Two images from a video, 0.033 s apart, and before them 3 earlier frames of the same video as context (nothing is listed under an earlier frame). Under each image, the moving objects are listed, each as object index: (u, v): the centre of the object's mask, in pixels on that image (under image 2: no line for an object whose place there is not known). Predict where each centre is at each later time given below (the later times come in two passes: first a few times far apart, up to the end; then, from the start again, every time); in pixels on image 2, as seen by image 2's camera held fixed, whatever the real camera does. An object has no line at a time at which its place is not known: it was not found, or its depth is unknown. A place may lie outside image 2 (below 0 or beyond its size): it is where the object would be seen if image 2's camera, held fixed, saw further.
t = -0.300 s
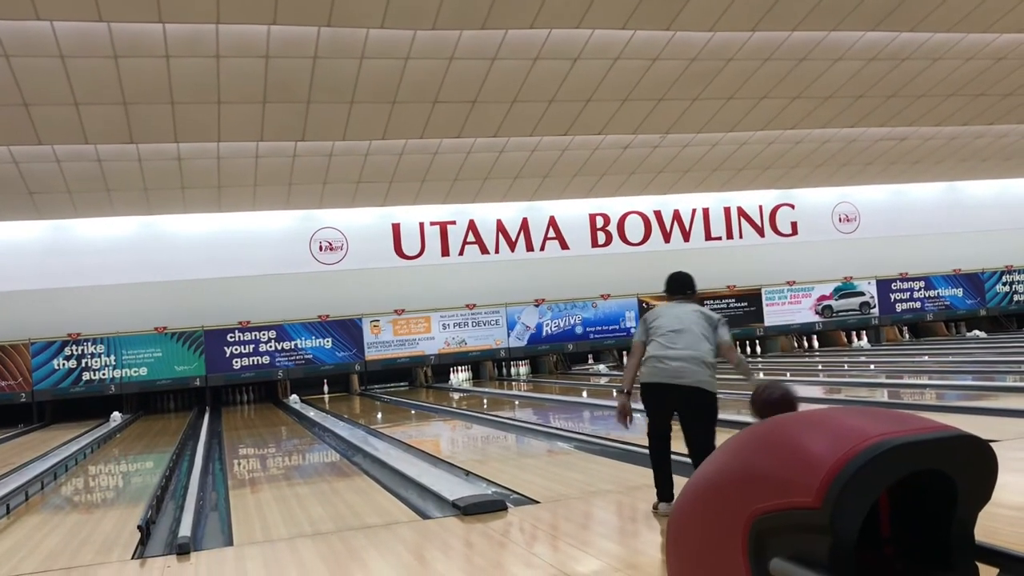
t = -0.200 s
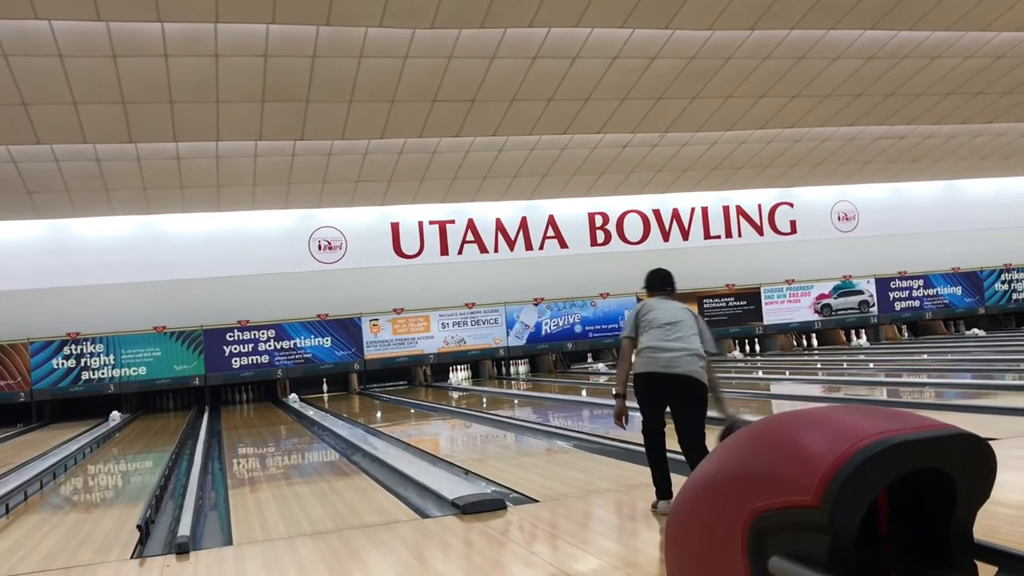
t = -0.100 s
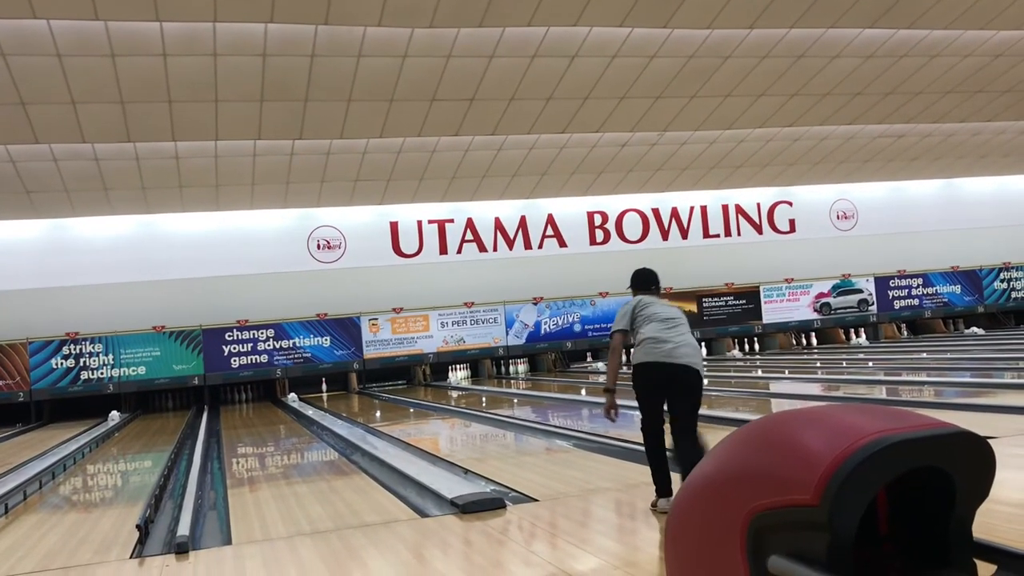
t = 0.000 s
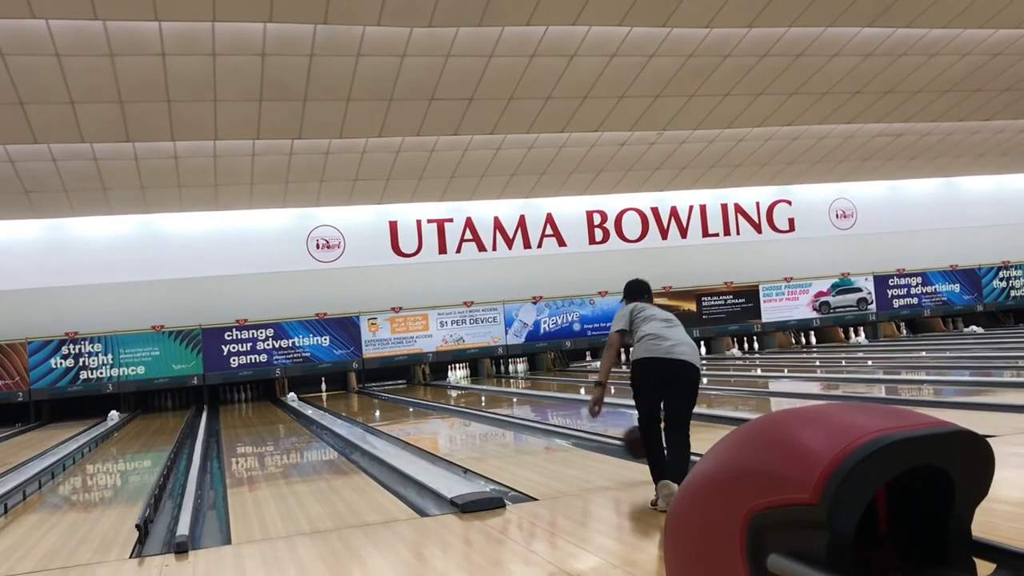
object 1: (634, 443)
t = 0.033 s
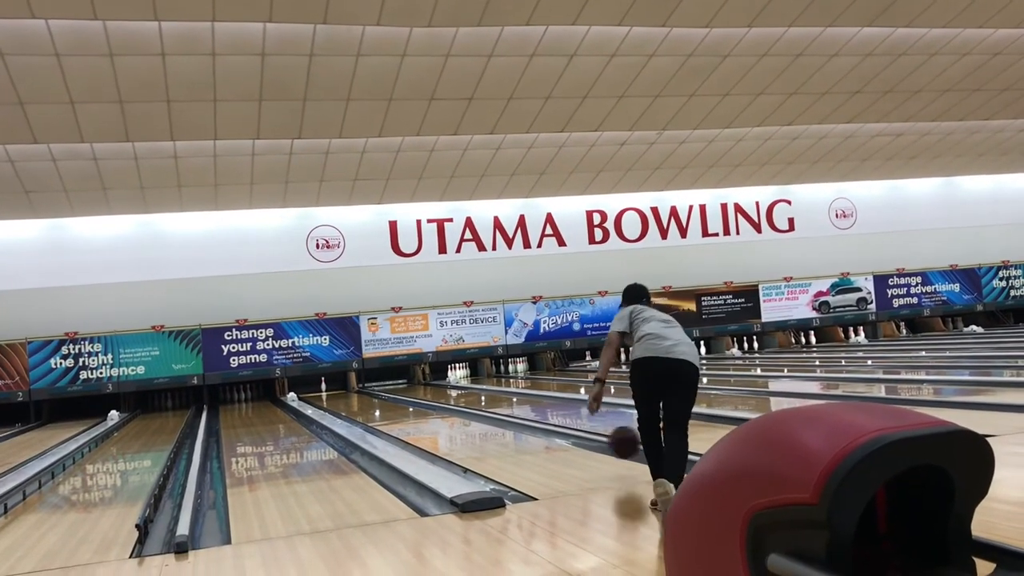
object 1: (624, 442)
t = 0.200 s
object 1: (567, 446)
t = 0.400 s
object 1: (516, 433)
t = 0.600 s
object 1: (478, 423)
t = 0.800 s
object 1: (450, 415)
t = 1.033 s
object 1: (423, 409)
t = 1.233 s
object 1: (405, 405)
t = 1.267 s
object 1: (402, 404)
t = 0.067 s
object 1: (611, 445)
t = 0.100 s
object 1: (599, 448)
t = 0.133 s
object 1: (588, 452)
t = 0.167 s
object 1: (577, 448)
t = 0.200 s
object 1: (567, 446)
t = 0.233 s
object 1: (557, 444)
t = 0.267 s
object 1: (548, 442)
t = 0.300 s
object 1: (539, 440)
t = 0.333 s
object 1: (531, 437)
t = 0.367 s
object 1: (523, 435)
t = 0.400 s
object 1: (516, 433)
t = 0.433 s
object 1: (509, 431)
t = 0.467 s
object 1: (502, 429)
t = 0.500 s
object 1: (496, 428)
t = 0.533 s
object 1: (490, 426)
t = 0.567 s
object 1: (484, 424)
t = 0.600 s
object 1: (478, 423)
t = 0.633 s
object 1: (473, 422)
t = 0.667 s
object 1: (468, 420)
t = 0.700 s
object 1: (463, 419)
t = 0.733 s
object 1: (458, 418)
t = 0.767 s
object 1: (453, 417)
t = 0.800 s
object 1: (450, 415)
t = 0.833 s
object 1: (445, 415)
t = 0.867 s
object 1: (441, 414)
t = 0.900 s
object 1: (437, 413)
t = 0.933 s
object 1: (434, 412)
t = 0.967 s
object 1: (430, 411)
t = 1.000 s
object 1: (427, 410)
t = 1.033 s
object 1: (423, 409)
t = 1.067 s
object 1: (420, 408)
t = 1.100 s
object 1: (417, 407)
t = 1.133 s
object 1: (414, 407)
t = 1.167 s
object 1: (410, 406)
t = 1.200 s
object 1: (408, 406)
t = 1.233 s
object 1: (405, 405)
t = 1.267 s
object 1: (402, 404)
